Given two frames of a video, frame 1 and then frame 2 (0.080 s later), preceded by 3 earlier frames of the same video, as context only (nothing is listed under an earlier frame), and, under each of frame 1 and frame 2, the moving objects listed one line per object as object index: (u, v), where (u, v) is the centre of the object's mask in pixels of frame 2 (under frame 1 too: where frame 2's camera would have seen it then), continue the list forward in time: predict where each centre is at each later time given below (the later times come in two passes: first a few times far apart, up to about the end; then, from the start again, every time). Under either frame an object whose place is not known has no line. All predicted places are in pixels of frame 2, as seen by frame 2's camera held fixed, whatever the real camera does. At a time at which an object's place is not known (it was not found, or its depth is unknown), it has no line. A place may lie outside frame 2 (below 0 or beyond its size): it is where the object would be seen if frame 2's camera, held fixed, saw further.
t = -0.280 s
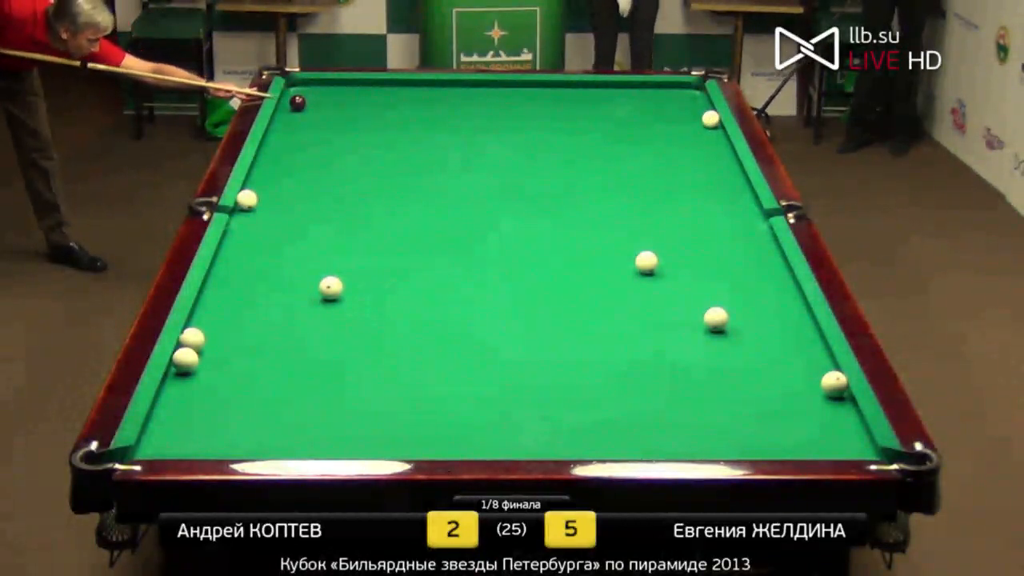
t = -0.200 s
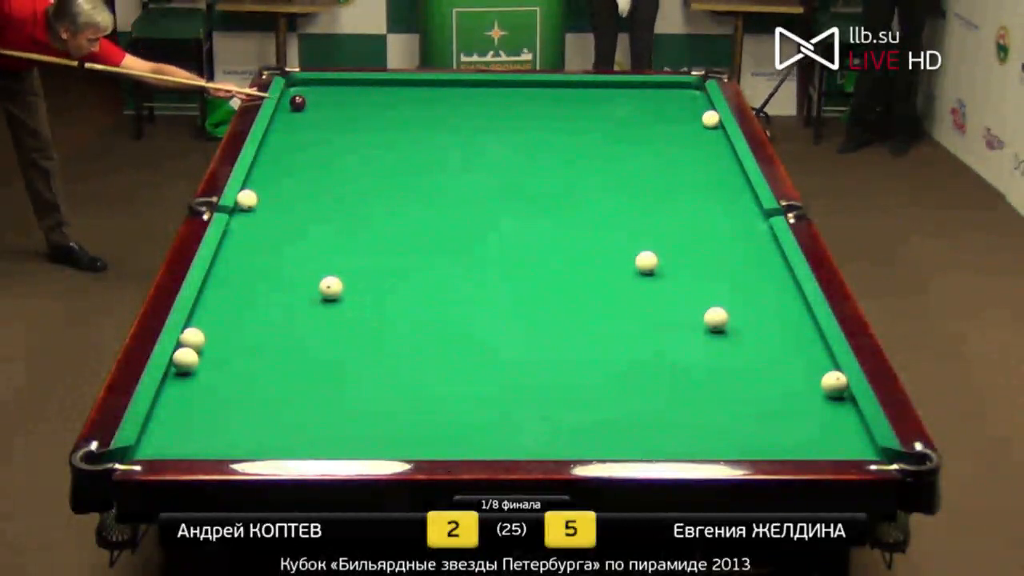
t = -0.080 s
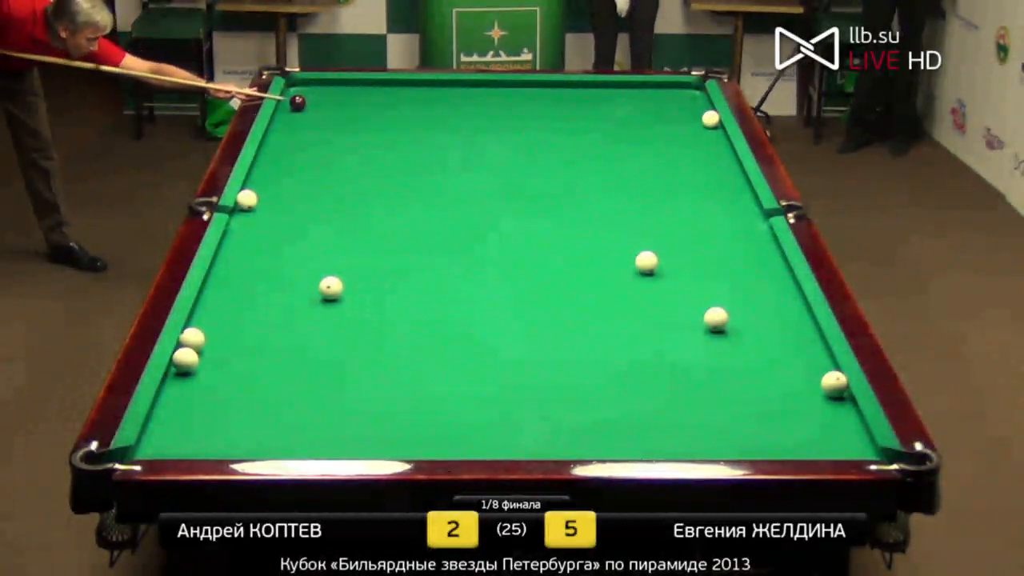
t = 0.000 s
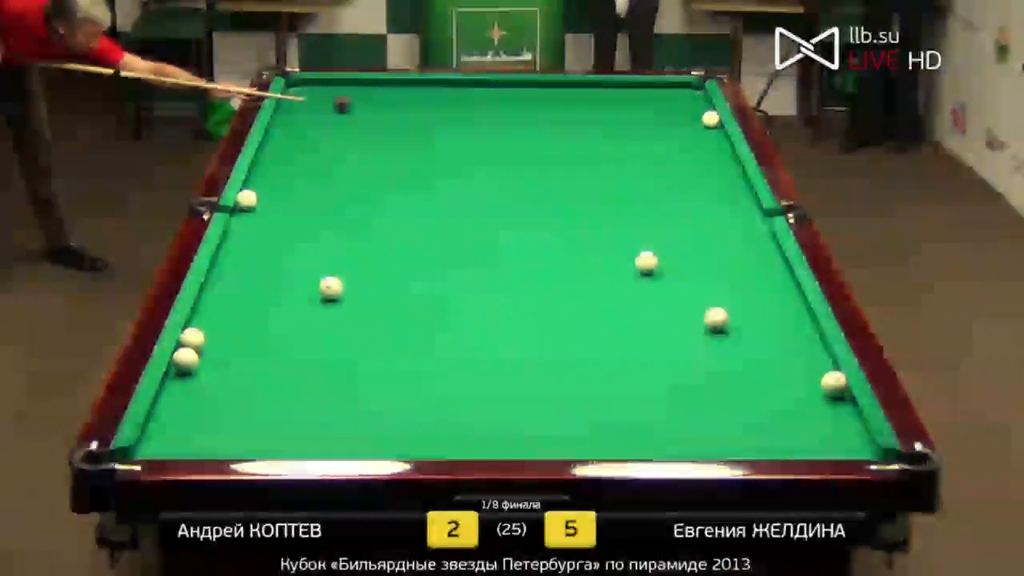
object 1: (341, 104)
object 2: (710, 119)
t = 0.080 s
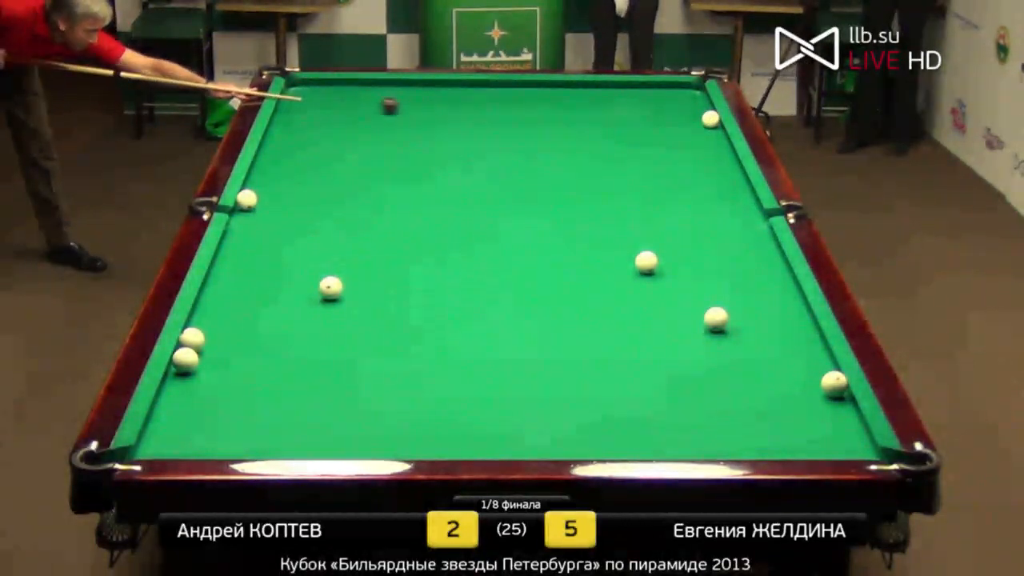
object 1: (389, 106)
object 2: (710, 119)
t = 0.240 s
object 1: (479, 109)
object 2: (710, 119)
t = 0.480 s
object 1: (611, 114)
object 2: (710, 119)
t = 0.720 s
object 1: (708, 111)
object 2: (696, 123)
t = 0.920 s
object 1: (673, 106)
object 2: (658, 129)
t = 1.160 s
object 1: (653, 100)
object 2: (615, 135)
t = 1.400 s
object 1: (633, 95)
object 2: (571, 142)
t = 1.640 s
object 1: (614, 91)
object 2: (527, 149)
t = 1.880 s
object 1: (597, 85)
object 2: (482, 156)
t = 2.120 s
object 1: (584, 85)
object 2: (437, 163)
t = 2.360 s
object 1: (574, 87)
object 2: (391, 170)
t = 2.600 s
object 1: (565, 89)
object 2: (346, 177)
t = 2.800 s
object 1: (557, 90)
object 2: (308, 182)
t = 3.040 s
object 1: (548, 92)
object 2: (262, 189)
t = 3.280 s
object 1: (540, 94)
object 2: (267, 194)
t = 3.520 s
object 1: (533, 96)
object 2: (288, 198)
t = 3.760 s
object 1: (526, 97)
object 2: (307, 202)
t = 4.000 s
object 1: (520, 99)
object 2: (327, 205)
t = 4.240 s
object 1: (514, 100)
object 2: (345, 208)
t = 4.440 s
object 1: (509, 101)
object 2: (360, 211)
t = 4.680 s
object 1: (504, 102)
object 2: (377, 214)
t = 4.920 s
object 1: (501, 103)
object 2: (393, 217)
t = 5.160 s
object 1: (497, 103)
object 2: (408, 220)
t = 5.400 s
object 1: (495, 104)
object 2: (421, 222)
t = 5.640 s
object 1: (493, 104)
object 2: (435, 225)
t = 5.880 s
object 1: (492, 104)
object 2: (447, 227)
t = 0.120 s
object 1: (412, 107)
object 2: (710, 119)
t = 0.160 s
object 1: (434, 108)
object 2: (710, 119)
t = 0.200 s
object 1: (456, 109)
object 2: (710, 119)
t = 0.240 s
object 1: (479, 109)
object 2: (710, 119)
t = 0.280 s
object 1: (500, 110)
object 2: (710, 119)
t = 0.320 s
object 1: (523, 110)
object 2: (710, 119)
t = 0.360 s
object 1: (545, 111)
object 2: (710, 119)
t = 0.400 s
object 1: (567, 112)
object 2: (710, 119)
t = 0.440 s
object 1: (589, 113)
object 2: (710, 119)
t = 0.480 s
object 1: (611, 114)
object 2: (710, 119)
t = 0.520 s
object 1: (633, 114)
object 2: (710, 119)
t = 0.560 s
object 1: (655, 115)
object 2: (710, 119)
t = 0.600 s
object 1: (677, 116)
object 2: (710, 119)
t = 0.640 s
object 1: (696, 116)
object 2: (712, 119)
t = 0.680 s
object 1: (705, 110)
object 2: (706, 121)
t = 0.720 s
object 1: (708, 111)
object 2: (696, 123)
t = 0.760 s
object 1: (699, 111)
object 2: (688, 124)
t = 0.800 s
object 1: (691, 110)
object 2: (680, 125)
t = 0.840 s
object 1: (684, 108)
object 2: (673, 126)
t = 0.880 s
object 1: (678, 107)
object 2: (665, 127)
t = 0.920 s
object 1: (673, 106)
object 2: (658, 129)
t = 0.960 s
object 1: (669, 105)
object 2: (651, 130)
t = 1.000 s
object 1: (666, 104)
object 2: (644, 131)
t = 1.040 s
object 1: (662, 103)
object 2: (636, 132)
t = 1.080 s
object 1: (659, 102)
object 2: (629, 133)
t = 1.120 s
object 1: (656, 101)
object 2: (622, 134)
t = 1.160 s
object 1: (653, 100)
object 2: (615, 135)
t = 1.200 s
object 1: (649, 99)
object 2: (607, 137)
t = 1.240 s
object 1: (646, 99)
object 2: (600, 138)
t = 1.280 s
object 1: (642, 97)
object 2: (592, 139)
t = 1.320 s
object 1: (640, 97)
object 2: (585, 140)
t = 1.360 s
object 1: (636, 96)
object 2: (578, 141)
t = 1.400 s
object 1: (633, 95)
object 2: (571, 142)
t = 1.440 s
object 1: (630, 94)
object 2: (564, 143)
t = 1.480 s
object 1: (627, 94)
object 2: (556, 145)
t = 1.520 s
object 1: (624, 93)
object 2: (549, 146)
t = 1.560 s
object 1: (621, 92)
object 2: (541, 147)
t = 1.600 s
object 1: (617, 91)
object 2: (534, 148)
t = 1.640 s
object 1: (614, 91)
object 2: (527, 149)
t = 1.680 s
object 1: (611, 90)
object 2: (519, 150)
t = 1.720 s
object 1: (608, 89)
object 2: (512, 152)
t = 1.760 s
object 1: (605, 88)
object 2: (504, 153)
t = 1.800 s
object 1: (603, 87)
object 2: (497, 154)
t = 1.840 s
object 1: (599, 87)
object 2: (489, 155)
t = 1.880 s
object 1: (597, 85)
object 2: (482, 156)
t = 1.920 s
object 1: (594, 85)
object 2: (474, 157)
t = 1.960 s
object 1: (592, 84)
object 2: (467, 158)
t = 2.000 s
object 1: (590, 84)
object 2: (459, 160)
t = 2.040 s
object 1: (588, 84)
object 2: (452, 161)
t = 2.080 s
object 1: (586, 85)
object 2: (444, 162)
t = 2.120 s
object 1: (584, 85)
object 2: (437, 163)
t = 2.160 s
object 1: (583, 85)
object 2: (429, 164)
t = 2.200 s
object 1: (581, 86)
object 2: (421, 165)
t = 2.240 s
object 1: (579, 86)
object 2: (414, 166)
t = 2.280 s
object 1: (578, 86)
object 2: (406, 167)
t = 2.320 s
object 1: (576, 87)
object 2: (399, 168)
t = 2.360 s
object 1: (574, 87)
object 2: (391, 170)
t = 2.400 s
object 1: (572, 88)
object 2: (384, 170)
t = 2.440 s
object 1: (571, 88)
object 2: (376, 172)
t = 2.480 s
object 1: (569, 89)
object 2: (369, 173)
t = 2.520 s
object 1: (568, 89)
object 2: (361, 175)
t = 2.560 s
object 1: (566, 89)
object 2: (354, 176)
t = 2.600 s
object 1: (565, 89)
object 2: (346, 177)
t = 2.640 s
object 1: (563, 90)
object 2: (338, 178)
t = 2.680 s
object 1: (562, 90)
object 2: (331, 179)
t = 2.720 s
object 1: (560, 90)
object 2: (323, 180)
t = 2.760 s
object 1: (559, 90)
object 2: (316, 181)
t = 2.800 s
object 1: (557, 90)
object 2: (308, 182)
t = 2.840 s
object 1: (556, 91)
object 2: (300, 184)
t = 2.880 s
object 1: (554, 91)
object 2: (293, 185)
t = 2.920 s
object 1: (553, 92)
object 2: (285, 186)
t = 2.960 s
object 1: (551, 92)
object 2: (277, 187)
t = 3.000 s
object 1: (550, 92)
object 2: (270, 188)
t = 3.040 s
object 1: (548, 92)
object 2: (262, 189)
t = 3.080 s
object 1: (547, 93)
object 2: (256, 189)
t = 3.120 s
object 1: (546, 93)
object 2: (252, 188)
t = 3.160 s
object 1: (544, 93)
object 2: (257, 190)
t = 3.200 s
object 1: (543, 94)
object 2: (261, 192)
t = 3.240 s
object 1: (542, 94)
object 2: (264, 193)
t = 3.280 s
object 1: (540, 94)
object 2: (267, 194)
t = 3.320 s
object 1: (539, 95)
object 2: (270, 195)
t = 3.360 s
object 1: (538, 95)
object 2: (274, 195)
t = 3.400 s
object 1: (537, 95)
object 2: (277, 196)
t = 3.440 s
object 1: (535, 96)
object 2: (281, 197)
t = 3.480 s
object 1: (534, 96)
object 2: (284, 198)
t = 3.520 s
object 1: (533, 96)
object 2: (288, 198)
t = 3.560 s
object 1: (532, 96)
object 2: (291, 199)
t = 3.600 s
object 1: (531, 96)
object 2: (294, 199)
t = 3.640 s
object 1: (530, 97)
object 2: (297, 200)
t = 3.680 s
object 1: (528, 97)
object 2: (301, 201)
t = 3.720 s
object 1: (527, 97)
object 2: (304, 201)
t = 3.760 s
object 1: (526, 97)
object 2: (307, 202)
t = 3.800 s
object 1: (525, 98)
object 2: (311, 202)
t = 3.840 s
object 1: (524, 98)
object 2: (314, 203)
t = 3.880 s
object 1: (523, 98)
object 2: (317, 203)
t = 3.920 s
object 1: (522, 98)
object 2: (320, 204)
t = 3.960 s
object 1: (521, 98)
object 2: (324, 205)
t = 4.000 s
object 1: (520, 99)
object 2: (327, 205)
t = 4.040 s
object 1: (518, 99)
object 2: (330, 206)
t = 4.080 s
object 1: (518, 99)
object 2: (333, 206)
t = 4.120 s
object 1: (516, 100)
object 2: (336, 207)
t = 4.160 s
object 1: (516, 99)
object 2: (339, 207)
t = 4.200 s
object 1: (515, 100)
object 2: (342, 208)
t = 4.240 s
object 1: (514, 100)
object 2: (345, 208)
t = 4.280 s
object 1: (513, 100)
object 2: (348, 209)
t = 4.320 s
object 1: (512, 101)
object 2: (351, 209)
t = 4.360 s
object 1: (511, 101)
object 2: (355, 210)
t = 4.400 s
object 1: (510, 101)
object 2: (357, 210)
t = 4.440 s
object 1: (509, 101)
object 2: (360, 211)
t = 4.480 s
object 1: (509, 101)
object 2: (363, 211)
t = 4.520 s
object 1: (508, 101)
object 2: (366, 212)
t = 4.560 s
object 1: (507, 101)
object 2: (369, 213)
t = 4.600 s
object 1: (506, 102)
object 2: (371, 213)
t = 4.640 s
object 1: (505, 102)
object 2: (374, 213)
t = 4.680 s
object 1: (504, 102)
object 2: (377, 214)
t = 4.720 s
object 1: (504, 102)
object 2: (380, 214)
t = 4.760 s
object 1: (503, 102)
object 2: (383, 215)
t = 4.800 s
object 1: (502, 102)
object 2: (385, 215)
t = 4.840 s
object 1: (502, 102)
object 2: (388, 216)
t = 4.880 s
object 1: (501, 103)
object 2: (391, 217)
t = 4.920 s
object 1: (501, 103)
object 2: (393, 217)
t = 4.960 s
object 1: (500, 103)
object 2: (396, 217)
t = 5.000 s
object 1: (500, 103)
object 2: (398, 218)
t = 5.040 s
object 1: (499, 103)
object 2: (400, 218)
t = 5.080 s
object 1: (498, 103)
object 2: (403, 219)
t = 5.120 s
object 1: (498, 103)
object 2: (405, 219)
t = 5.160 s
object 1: (497, 103)
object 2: (408, 220)
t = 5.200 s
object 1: (497, 103)
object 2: (410, 220)
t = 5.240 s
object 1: (497, 103)
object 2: (412, 221)
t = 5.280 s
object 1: (496, 103)
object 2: (415, 221)
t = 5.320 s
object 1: (496, 103)
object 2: (417, 221)
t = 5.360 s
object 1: (495, 104)
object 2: (419, 222)
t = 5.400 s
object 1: (495, 104)
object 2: (421, 222)
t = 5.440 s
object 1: (495, 104)
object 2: (424, 223)
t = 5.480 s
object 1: (494, 104)
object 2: (426, 223)
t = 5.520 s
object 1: (494, 104)
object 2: (428, 223)
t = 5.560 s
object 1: (494, 104)
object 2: (430, 224)
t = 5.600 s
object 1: (493, 104)
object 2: (432, 224)
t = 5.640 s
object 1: (493, 104)
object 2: (435, 225)
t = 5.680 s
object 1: (493, 104)
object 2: (437, 225)
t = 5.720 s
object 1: (493, 104)
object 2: (439, 226)
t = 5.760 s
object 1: (493, 104)
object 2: (441, 226)
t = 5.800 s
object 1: (493, 104)
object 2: (443, 226)
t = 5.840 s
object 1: (492, 104)
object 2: (445, 227)
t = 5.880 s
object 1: (492, 104)
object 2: (447, 227)
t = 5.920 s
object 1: (492, 104)
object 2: (448, 228)
